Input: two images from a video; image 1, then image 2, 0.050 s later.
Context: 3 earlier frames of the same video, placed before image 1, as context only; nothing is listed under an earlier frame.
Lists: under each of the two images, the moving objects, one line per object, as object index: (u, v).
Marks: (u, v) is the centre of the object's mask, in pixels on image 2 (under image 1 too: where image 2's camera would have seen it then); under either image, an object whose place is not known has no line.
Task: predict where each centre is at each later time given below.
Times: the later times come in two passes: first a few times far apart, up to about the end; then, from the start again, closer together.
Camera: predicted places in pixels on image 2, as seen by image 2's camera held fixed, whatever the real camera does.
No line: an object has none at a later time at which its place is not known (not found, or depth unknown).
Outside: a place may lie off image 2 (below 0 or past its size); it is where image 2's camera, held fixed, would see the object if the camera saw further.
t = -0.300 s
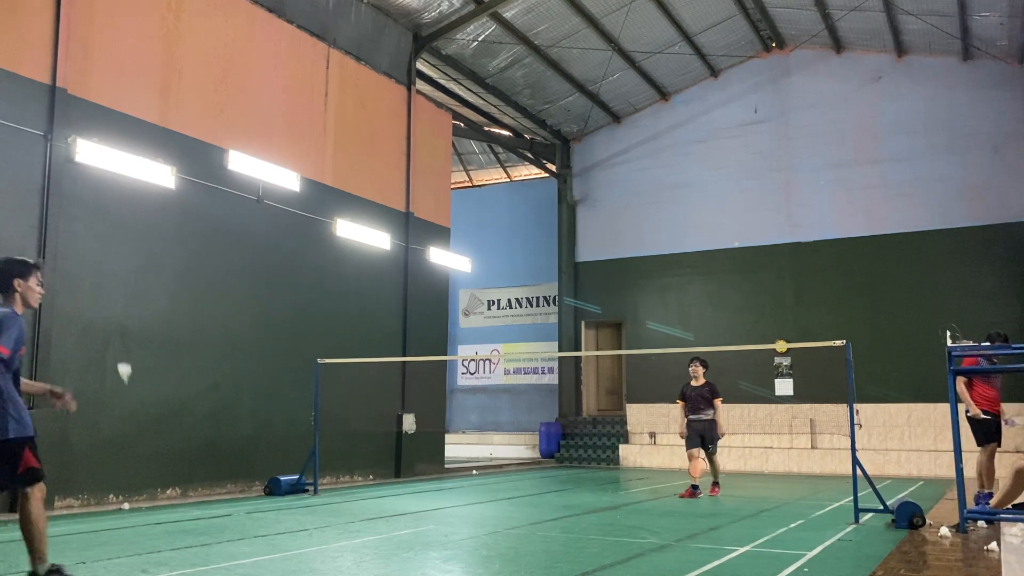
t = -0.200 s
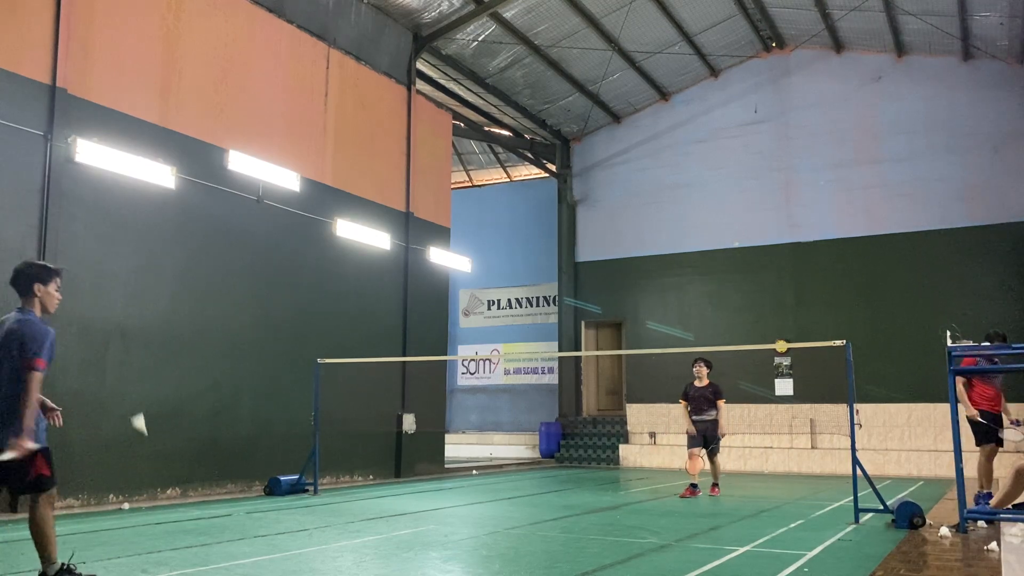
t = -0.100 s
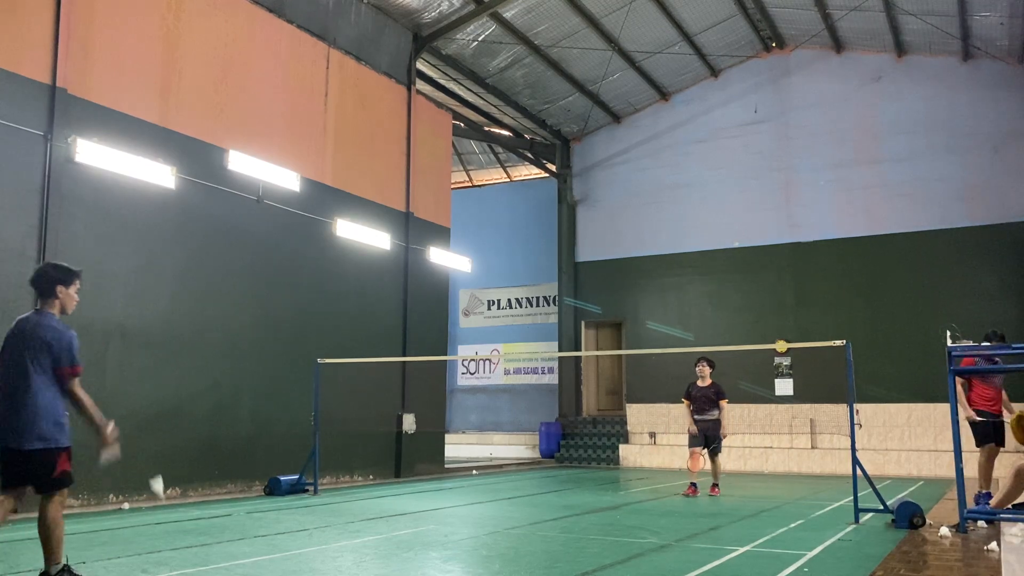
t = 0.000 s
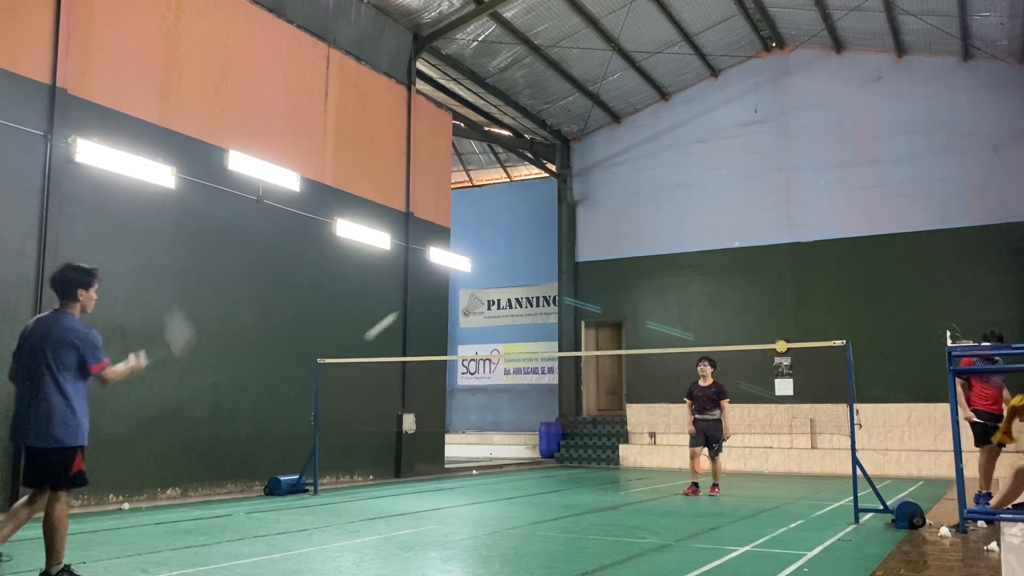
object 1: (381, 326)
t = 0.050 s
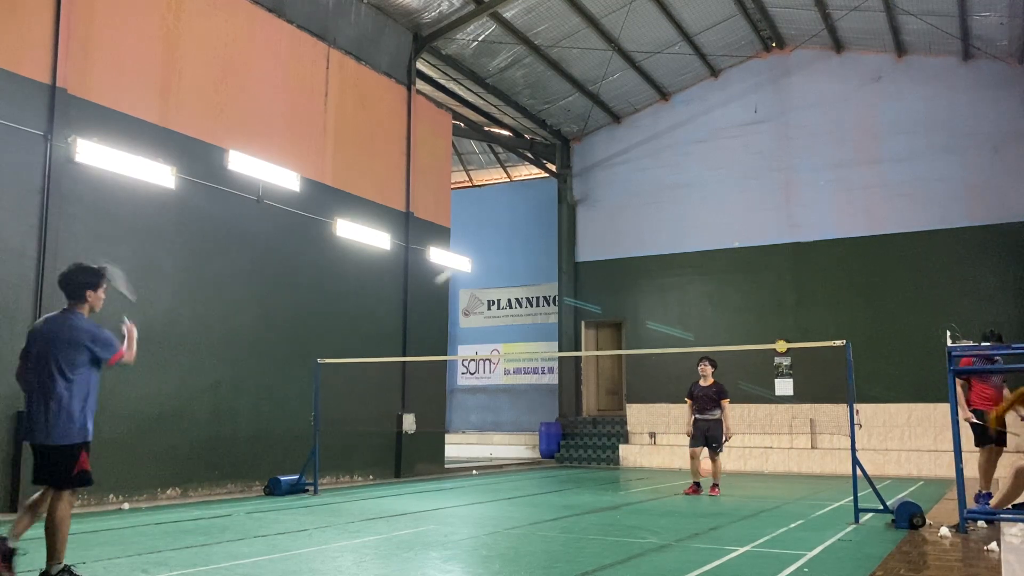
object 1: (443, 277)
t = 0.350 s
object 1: (616, 178)
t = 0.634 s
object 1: (686, 198)
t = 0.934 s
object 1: (735, 271)
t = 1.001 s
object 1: (744, 293)
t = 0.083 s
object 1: (480, 249)
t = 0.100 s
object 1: (494, 240)
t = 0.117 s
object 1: (507, 231)
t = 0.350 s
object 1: (616, 178)
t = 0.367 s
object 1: (621, 177)
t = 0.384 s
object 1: (626, 177)
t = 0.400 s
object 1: (631, 177)
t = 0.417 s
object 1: (636, 177)
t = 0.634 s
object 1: (686, 198)
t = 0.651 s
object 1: (689, 201)
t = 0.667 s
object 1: (692, 204)
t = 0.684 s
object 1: (695, 207)
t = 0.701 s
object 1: (698, 210)
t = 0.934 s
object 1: (735, 271)
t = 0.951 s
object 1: (737, 276)
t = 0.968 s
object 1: (740, 281)
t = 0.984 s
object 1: (742, 287)
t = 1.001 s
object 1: (744, 293)
